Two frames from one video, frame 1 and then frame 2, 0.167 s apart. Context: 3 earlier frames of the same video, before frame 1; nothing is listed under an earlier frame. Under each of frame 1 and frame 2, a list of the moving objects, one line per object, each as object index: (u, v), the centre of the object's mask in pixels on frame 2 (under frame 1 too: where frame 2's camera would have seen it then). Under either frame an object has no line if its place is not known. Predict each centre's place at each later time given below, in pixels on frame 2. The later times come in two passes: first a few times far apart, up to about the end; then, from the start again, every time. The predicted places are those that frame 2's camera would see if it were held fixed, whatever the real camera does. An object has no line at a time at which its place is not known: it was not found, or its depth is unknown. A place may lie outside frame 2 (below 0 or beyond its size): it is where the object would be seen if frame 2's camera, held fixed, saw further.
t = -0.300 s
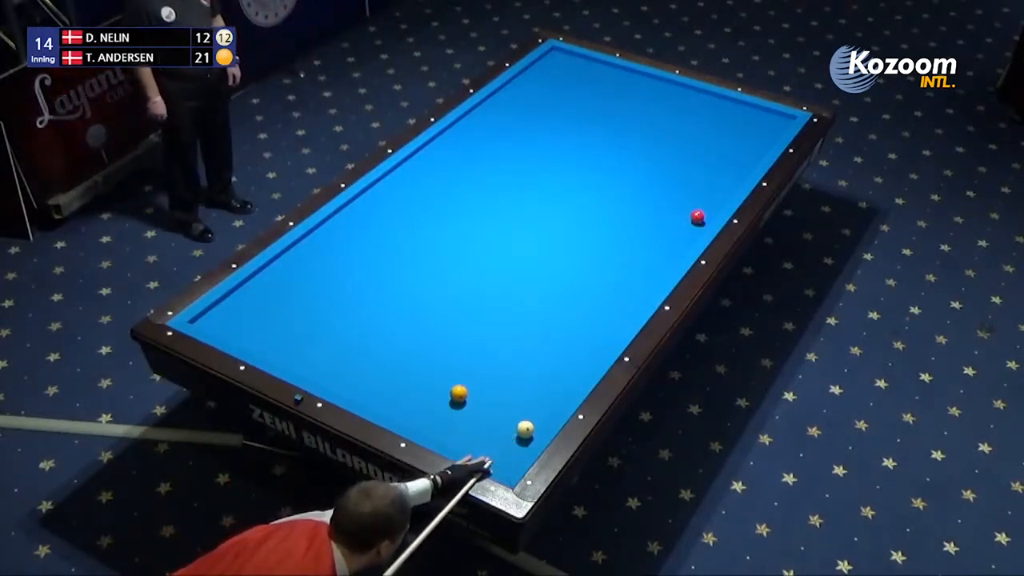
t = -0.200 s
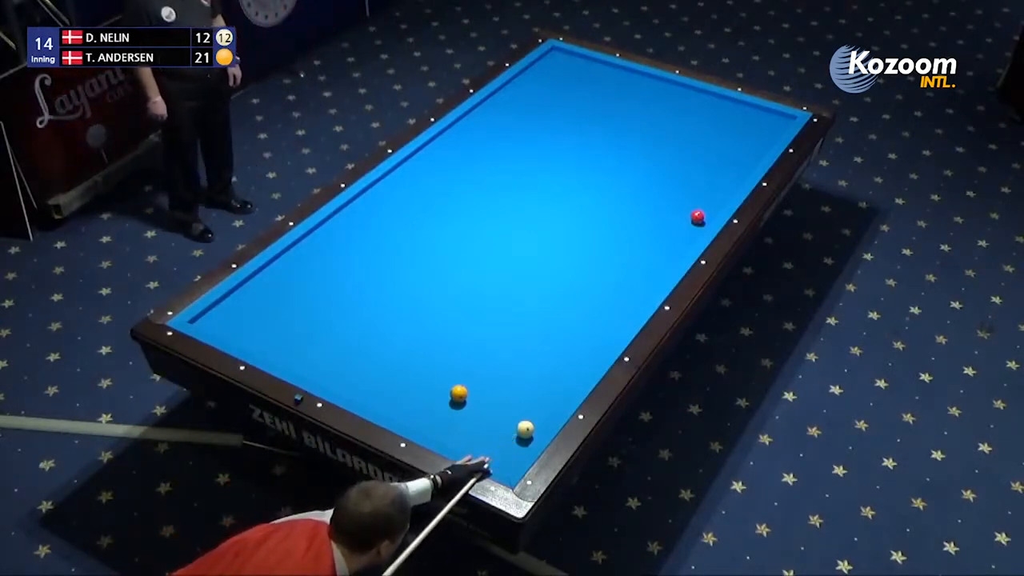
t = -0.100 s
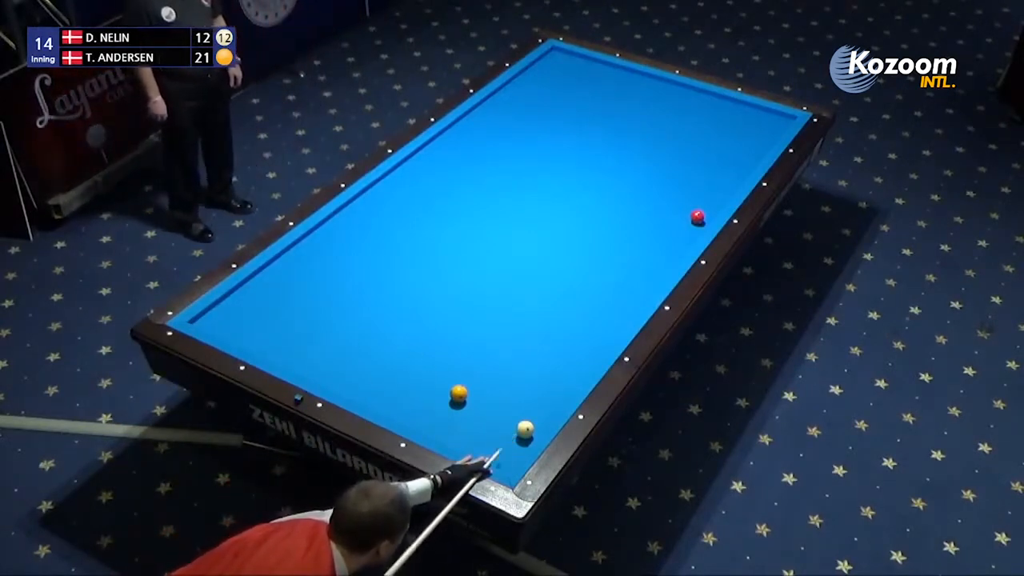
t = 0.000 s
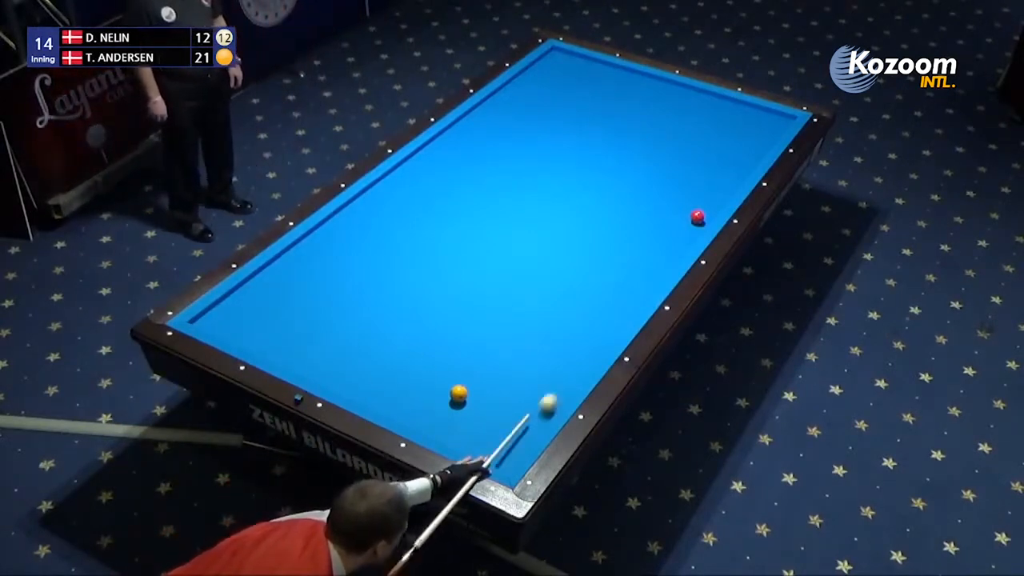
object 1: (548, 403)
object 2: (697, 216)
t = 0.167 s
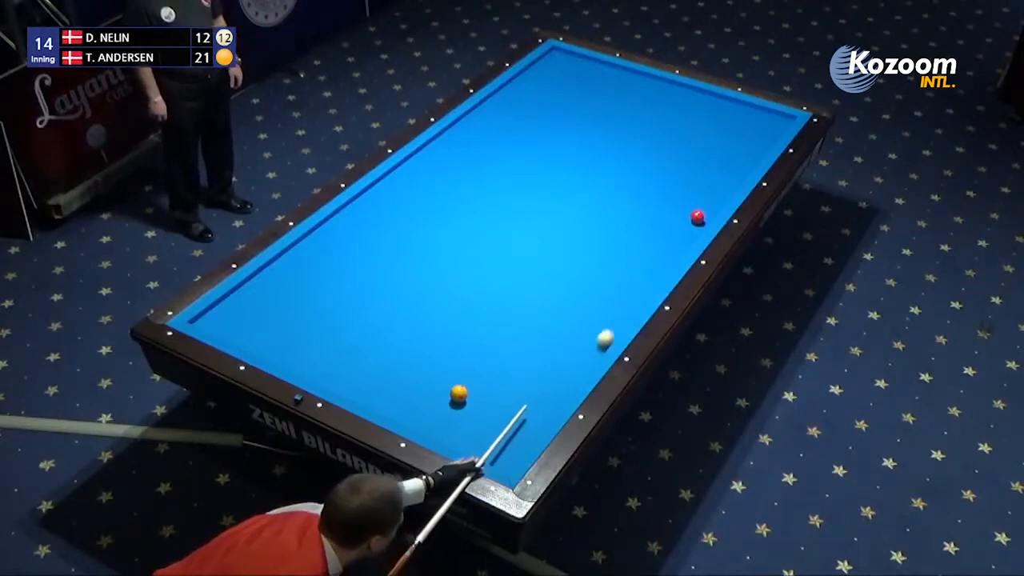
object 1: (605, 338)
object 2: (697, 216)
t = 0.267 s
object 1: (633, 305)
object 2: (697, 216)
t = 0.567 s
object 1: (702, 222)
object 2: (695, 212)
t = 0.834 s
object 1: (696, 170)
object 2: (674, 167)
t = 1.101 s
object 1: (696, 125)
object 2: (658, 134)
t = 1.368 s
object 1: (688, 91)
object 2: (644, 103)
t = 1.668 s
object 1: (619, 100)
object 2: (629, 73)
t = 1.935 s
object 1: (560, 106)
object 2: (598, 74)
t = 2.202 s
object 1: (501, 112)
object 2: (567, 77)
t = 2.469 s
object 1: (468, 127)
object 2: (536, 80)
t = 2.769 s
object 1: (467, 155)
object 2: (513, 86)
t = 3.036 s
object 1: (465, 182)
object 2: (514, 96)
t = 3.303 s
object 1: (463, 210)
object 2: (516, 108)
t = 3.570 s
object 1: (461, 239)
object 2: (517, 120)
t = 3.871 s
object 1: (458, 275)
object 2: (519, 133)
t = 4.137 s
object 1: (455, 308)
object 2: (520, 144)
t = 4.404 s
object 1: (452, 343)
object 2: (521, 155)
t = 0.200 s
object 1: (615, 327)
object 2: (697, 216)
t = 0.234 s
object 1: (624, 316)
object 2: (697, 216)
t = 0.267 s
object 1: (633, 305)
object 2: (697, 216)
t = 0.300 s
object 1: (642, 295)
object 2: (697, 216)
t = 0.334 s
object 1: (651, 285)
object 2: (697, 216)
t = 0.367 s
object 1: (659, 275)
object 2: (697, 216)
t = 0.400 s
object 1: (668, 265)
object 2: (697, 216)
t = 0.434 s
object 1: (675, 255)
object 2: (697, 216)
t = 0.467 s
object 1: (683, 246)
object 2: (697, 217)
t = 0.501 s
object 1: (690, 237)
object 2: (697, 217)
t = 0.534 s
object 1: (698, 228)
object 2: (697, 215)
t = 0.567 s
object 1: (702, 222)
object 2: (695, 212)
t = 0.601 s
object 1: (701, 215)
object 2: (692, 205)
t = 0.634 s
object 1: (699, 209)
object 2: (689, 199)
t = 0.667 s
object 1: (698, 202)
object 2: (686, 193)
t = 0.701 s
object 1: (697, 196)
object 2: (683, 187)
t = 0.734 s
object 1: (696, 189)
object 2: (681, 182)
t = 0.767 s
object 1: (696, 183)
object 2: (678, 177)
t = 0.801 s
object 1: (696, 177)
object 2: (676, 172)
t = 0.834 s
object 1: (696, 170)
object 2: (674, 167)
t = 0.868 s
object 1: (696, 164)
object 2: (672, 163)
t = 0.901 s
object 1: (696, 158)
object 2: (670, 158)
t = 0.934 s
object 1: (696, 153)
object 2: (668, 154)
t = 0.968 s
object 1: (696, 147)
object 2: (666, 150)
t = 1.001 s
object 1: (696, 141)
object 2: (664, 146)
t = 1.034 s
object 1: (696, 136)
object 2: (662, 141)
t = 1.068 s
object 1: (696, 130)
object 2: (660, 138)
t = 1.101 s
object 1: (696, 125)
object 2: (658, 134)
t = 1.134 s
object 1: (696, 120)
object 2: (656, 129)
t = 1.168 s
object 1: (696, 115)
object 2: (654, 126)
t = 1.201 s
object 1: (696, 110)
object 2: (652, 122)
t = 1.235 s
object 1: (696, 104)
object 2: (650, 118)
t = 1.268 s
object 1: (696, 99)
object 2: (649, 114)
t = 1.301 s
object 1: (696, 95)
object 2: (647, 110)
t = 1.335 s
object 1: (696, 90)
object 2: (646, 107)
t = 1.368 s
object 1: (688, 91)
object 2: (644, 103)
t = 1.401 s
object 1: (680, 93)
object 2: (642, 100)
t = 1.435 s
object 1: (671, 94)
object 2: (641, 96)
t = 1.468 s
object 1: (663, 95)
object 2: (639, 93)
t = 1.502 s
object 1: (655, 96)
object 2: (637, 89)
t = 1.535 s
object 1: (648, 97)
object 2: (635, 86)
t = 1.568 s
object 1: (640, 98)
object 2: (634, 83)
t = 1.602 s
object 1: (633, 99)
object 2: (633, 80)
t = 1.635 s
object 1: (626, 100)
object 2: (631, 76)
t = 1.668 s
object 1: (619, 100)
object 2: (629, 73)
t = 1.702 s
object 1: (611, 101)
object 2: (627, 70)
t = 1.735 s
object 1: (604, 102)
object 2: (624, 71)
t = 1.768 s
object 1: (597, 103)
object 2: (619, 72)
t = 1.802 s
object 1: (589, 103)
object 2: (614, 73)
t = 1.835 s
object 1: (582, 104)
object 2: (610, 73)
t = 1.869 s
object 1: (575, 105)
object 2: (606, 74)
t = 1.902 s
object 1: (567, 106)
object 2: (602, 74)
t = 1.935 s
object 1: (560, 106)
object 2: (598, 74)
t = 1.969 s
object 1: (553, 107)
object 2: (594, 75)
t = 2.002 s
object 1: (546, 108)
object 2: (590, 75)
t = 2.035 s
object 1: (538, 108)
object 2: (586, 75)
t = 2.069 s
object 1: (531, 109)
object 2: (582, 75)
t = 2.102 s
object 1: (523, 110)
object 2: (578, 76)
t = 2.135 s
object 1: (516, 111)
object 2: (574, 76)
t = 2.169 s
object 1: (509, 111)
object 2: (570, 77)
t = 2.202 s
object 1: (501, 112)
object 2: (567, 77)
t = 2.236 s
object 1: (494, 113)
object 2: (563, 77)
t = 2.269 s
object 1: (486, 113)
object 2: (559, 77)
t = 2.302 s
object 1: (479, 114)
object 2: (555, 78)
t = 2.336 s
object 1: (471, 115)
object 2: (552, 78)
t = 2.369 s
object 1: (467, 117)
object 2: (547, 78)
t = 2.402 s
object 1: (468, 120)
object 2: (544, 79)
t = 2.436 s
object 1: (468, 123)
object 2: (540, 80)
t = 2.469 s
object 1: (468, 127)
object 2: (536, 80)
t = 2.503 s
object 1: (468, 130)
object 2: (532, 80)
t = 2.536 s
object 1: (468, 133)
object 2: (528, 80)
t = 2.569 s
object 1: (468, 136)
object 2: (524, 81)
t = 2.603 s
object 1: (468, 139)
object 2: (520, 81)
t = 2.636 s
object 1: (468, 142)
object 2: (517, 82)
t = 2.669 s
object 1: (467, 145)
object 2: (513, 82)
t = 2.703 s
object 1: (467, 149)
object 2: (513, 83)
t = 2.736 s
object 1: (467, 152)
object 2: (513, 84)
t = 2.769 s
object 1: (467, 155)
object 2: (513, 86)
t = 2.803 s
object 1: (467, 158)
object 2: (513, 87)
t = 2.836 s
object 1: (466, 161)
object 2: (513, 88)
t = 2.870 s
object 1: (466, 165)
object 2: (513, 90)
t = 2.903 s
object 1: (466, 168)
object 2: (513, 91)
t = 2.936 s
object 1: (466, 171)
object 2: (514, 93)
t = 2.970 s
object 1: (465, 175)
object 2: (514, 94)
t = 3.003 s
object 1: (465, 178)
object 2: (514, 95)
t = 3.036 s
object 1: (465, 182)
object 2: (514, 96)
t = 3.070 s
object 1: (465, 185)
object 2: (515, 98)
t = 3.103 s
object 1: (464, 188)
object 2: (515, 99)
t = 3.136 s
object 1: (464, 192)
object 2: (515, 101)
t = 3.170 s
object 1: (464, 195)
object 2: (515, 102)
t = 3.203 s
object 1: (464, 199)
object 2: (515, 104)
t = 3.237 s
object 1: (463, 203)
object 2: (516, 105)
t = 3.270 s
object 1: (463, 206)
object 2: (516, 107)
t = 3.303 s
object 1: (463, 210)
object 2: (516, 108)
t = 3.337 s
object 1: (463, 213)
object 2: (516, 109)
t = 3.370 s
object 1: (462, 217)
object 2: (516, 111)
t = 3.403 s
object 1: (462, 221)
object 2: (517, 113)
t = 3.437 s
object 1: (462, 224)
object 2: (517, 114)
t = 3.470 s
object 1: (462, 228)
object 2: (517, 116)
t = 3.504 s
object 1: (461, 232)
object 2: (517, 117)
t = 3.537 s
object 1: (461, 236)
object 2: (517, 119)
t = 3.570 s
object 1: (461, 239)
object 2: (517, 120)
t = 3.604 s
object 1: (460, 243)
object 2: (517, 121)
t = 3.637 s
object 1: (460, 247)
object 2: (518, 122)
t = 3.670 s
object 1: (460, 251)
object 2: (518, 124)
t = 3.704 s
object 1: (459, 255)
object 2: (518, 126)
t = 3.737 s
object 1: (459, 258)
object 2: (518, 127)
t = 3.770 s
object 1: (459, 262)
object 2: (518, 128)
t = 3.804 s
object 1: (459, 267)
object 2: (518, 130)
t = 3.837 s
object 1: (458, 271)
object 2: (518, 131)
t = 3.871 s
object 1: (458, 275)
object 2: (519, 133)
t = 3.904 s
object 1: (458, 279)
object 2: (519, 134)
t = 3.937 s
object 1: (457, 283)
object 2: (519, 136)
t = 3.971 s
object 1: (457, 287)
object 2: (519, 137)
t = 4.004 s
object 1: (457, 291)
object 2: (519, 138)
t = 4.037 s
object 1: (456, 295)
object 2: (519, 140)
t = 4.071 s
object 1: (456, 299)
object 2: (519, 141)
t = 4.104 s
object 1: (456, 304)
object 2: (519, 143)
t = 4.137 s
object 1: (455, 308)
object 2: (520, 144)
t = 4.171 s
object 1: (455, 312)
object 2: (520, 146)
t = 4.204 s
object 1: (454, 317)
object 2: (520, 147)
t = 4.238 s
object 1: (454, 321)
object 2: (520, 149)
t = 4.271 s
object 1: (454, 326)
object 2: (521, 150)
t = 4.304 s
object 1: (454, 330)
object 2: (521, 152)
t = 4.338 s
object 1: (453, 334)
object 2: (521, 153)
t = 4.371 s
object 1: (453, 339)
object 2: (521, 154)
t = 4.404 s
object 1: (452, 343)
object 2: (521, 155)
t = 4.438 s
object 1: (452, 348)
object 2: (521, 157)
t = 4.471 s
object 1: (452, 353)
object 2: (521, 159)
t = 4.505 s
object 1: (452, 358)
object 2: (522, 160)
